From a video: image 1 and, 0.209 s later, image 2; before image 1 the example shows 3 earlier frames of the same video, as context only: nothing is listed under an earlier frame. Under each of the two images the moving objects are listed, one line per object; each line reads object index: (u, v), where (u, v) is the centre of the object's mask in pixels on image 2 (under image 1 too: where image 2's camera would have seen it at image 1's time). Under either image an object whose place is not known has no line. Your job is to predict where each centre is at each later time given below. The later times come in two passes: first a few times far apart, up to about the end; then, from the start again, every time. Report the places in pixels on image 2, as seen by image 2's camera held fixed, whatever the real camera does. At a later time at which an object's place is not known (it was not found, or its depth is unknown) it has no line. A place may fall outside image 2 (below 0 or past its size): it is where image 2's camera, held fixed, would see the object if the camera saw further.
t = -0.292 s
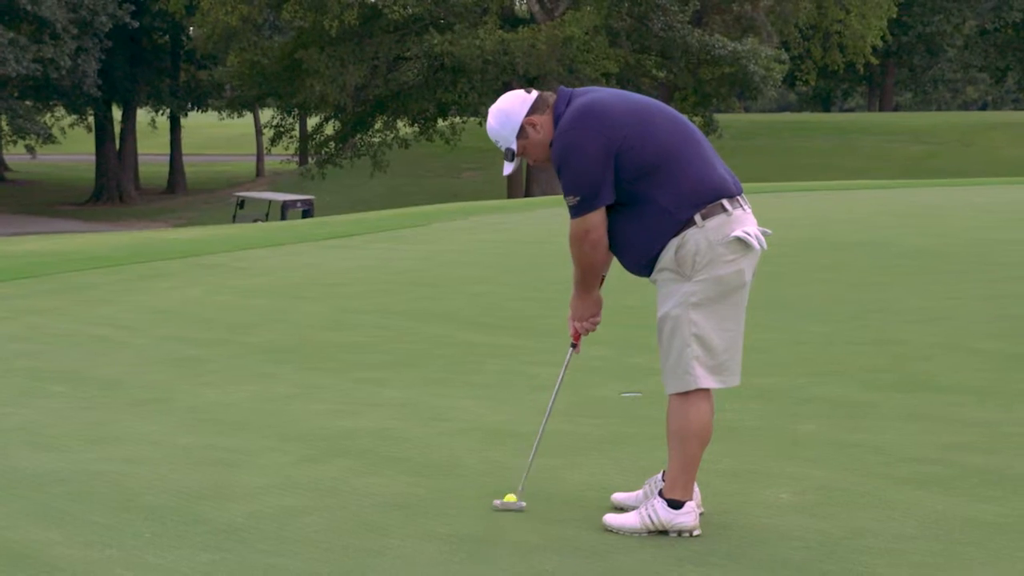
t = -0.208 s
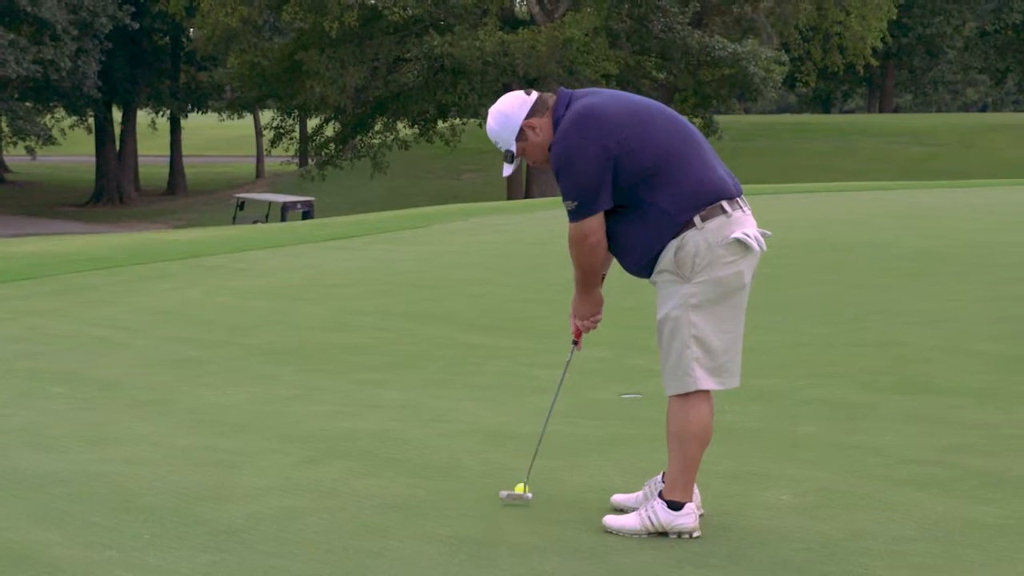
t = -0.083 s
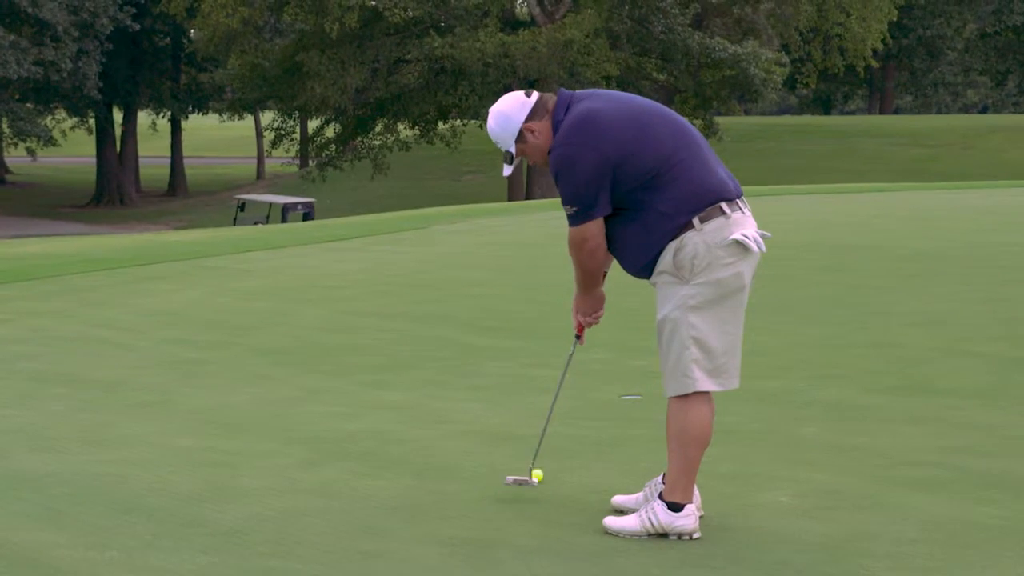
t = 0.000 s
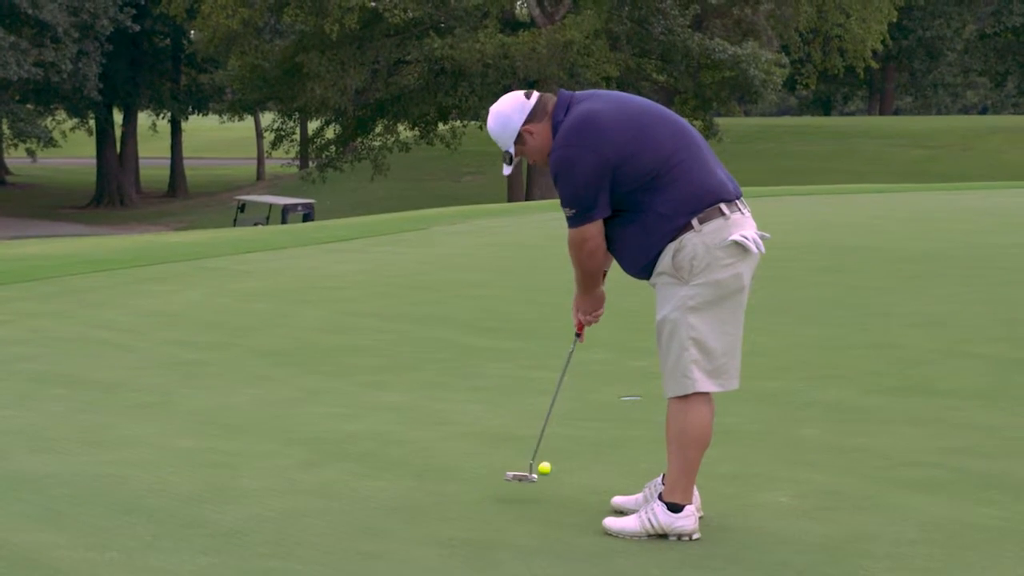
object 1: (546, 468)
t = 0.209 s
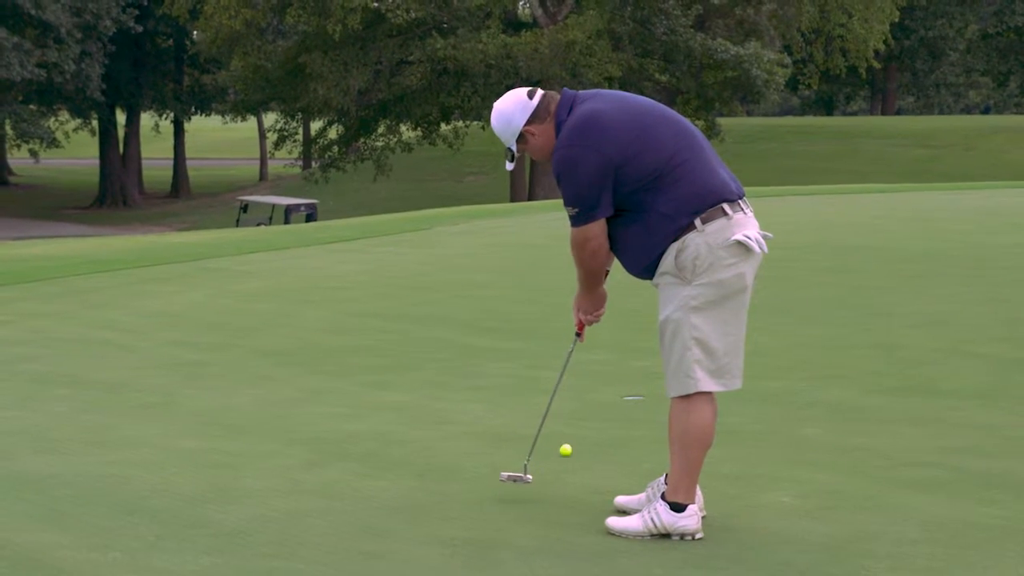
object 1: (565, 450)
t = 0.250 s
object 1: (569, 447)
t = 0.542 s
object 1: (591, 427)
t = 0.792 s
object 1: (609, 414)
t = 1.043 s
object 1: (623, 401)
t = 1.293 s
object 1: (636, 395)
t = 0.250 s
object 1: (569, 447)
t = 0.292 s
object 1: (572, 444)
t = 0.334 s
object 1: (575, 441)
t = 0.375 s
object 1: (579, 438)
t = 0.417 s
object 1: (582, 435)
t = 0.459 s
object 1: (585, 432)
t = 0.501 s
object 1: (588, 429)
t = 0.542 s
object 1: (591, 427)
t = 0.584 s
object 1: (594, 425)
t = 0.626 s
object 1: (597, 423)
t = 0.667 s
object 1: (600, 420)
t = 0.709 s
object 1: (603, 418)
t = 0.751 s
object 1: (605, 416)
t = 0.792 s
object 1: (609, 414)
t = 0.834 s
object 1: (611, 412)
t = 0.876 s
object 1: (614, 409)
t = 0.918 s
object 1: (616, 408)
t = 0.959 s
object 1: (619, 405)
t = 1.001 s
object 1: (621, 403)
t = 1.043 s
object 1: (623, 401)
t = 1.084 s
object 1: (626, 400)
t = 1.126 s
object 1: (628, 398)
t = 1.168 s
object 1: (630, 396)
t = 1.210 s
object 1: (632, 395)
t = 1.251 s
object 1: (634, 393)
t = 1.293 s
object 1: (636, 395)
